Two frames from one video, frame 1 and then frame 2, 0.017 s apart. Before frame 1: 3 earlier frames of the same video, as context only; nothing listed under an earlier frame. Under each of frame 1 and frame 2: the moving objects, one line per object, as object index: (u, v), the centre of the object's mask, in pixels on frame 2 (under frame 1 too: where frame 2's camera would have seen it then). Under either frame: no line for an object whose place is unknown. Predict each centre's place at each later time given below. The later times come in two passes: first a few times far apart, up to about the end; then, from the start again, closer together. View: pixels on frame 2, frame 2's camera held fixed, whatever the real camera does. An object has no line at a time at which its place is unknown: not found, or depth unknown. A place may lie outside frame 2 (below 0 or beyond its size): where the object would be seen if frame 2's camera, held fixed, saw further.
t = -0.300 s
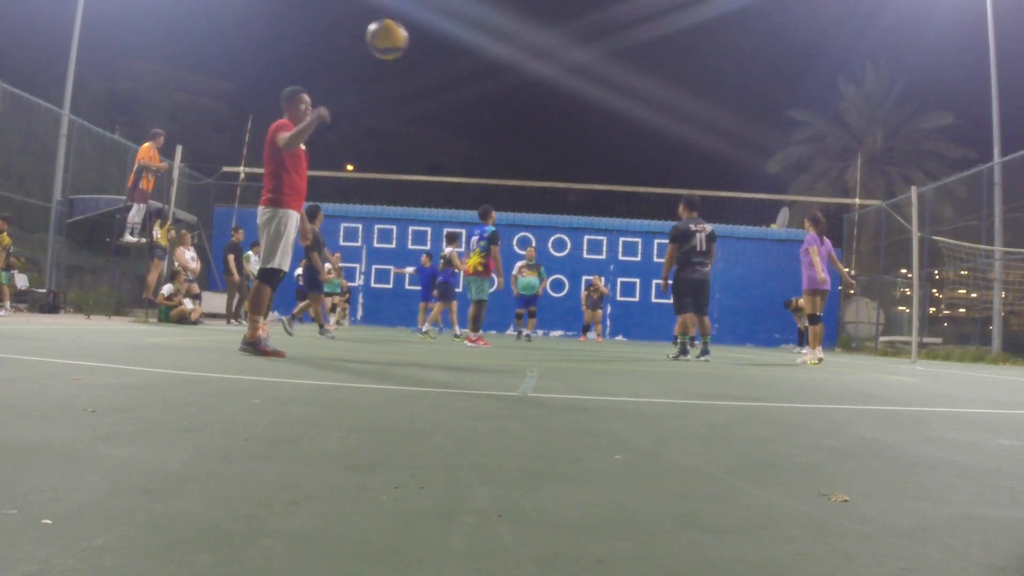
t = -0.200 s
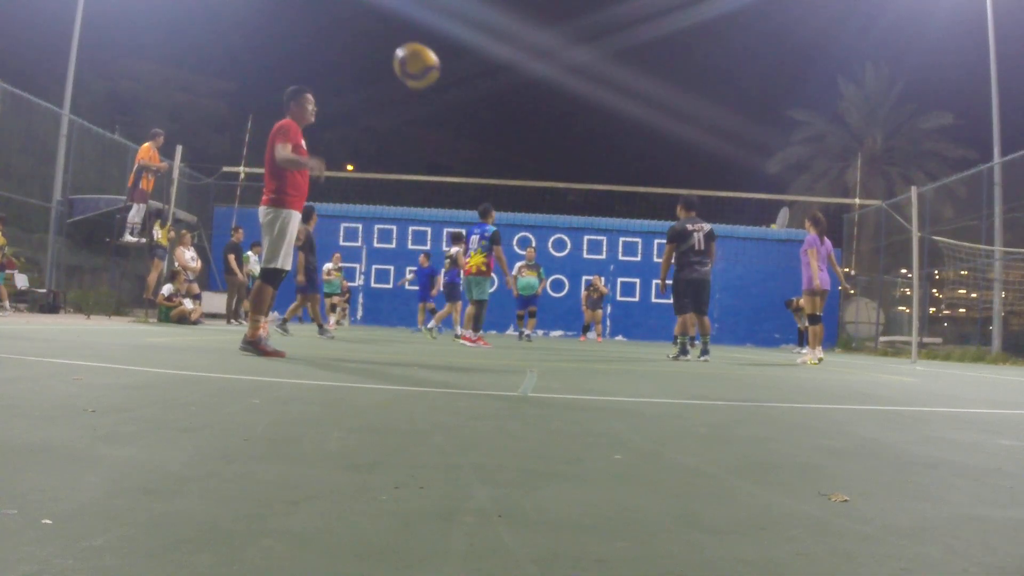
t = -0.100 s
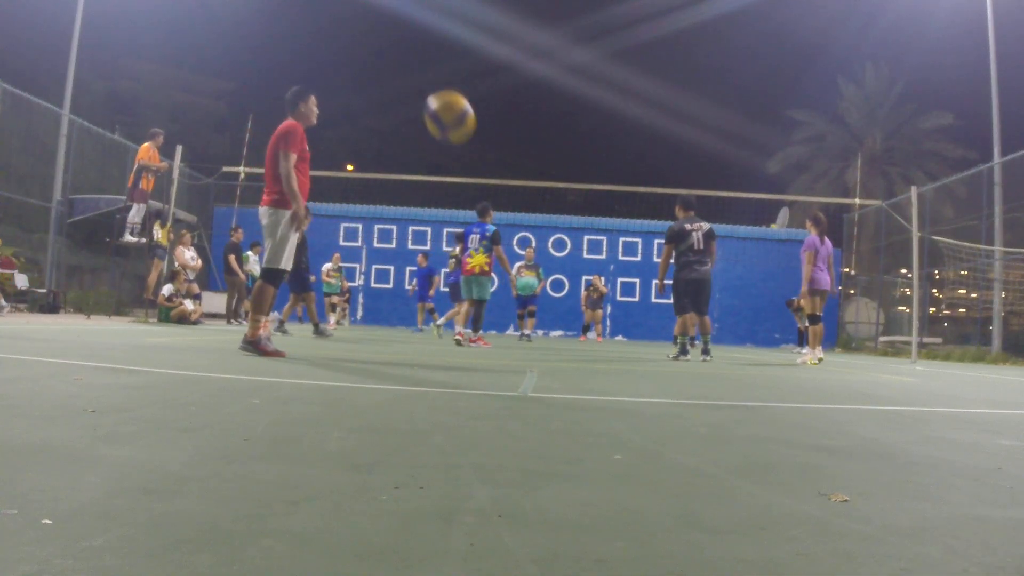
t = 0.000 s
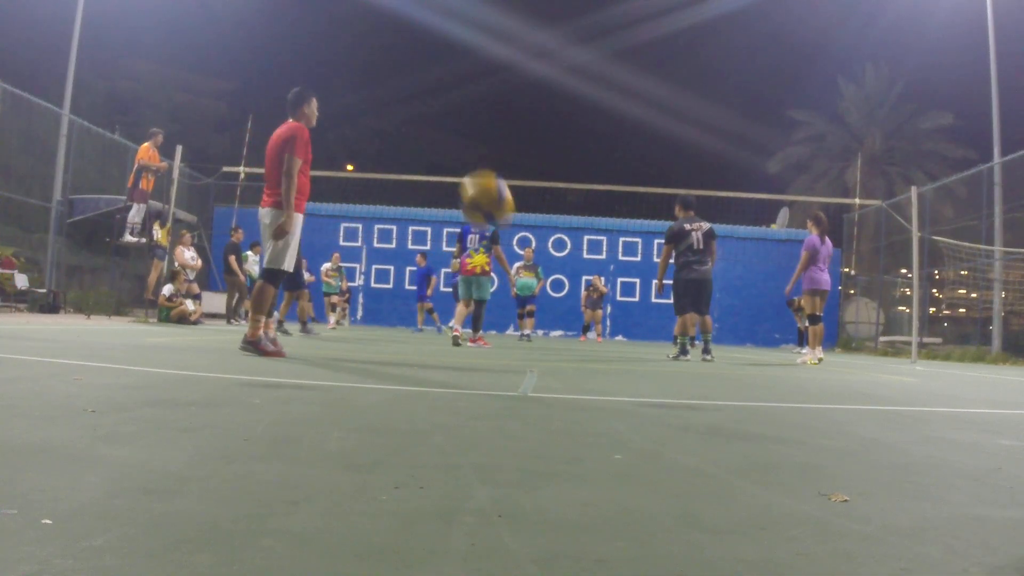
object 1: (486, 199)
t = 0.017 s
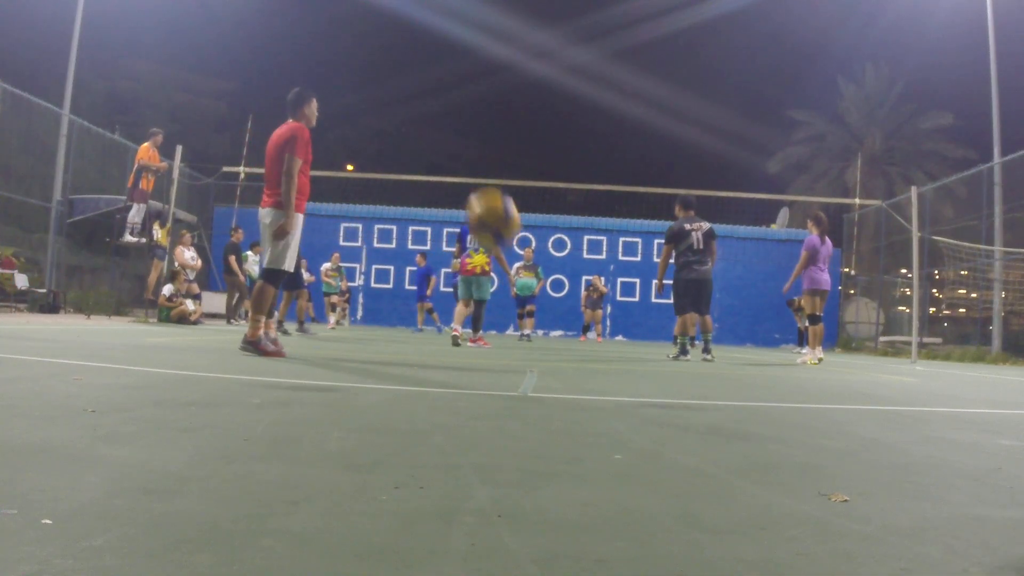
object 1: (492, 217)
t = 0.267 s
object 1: (576, 210)
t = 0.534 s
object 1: (638, 18)
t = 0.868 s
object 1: (729, 27)
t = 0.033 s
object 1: (499, 235)
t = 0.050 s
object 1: (506, 257)
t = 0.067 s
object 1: (514, 281)
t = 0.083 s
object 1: (522, 304)
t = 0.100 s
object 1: (527, 331)
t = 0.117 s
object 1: (536, 361)
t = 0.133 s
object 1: (542, 374)
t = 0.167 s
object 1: (552, 330)
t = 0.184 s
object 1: (555, 309)
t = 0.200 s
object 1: (559, 289)
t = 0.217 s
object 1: (563, 270)
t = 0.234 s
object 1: (568, 248)
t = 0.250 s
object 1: (571, 229)
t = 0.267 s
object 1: (576, 210)
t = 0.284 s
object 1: (579, 194)
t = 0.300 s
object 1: (583, 179)
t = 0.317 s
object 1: (587, 163)
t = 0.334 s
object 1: (591, 147)
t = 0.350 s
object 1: (596, 132)
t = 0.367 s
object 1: (600, 117)
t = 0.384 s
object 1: (604, 104)
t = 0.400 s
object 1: (607, 90)
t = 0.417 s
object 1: (612, 77)
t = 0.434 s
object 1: (616, 63)
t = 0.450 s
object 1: (620, 53)
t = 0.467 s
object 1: (623, 42)
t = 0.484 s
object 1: (627, 33)
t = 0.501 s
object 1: (631, 27)
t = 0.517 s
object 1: (634, 22)
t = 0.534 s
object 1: (638, 18)
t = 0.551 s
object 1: (643, 14)
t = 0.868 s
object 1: (729, 27)
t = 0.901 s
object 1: (739, 41)
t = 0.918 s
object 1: (745, 54)
